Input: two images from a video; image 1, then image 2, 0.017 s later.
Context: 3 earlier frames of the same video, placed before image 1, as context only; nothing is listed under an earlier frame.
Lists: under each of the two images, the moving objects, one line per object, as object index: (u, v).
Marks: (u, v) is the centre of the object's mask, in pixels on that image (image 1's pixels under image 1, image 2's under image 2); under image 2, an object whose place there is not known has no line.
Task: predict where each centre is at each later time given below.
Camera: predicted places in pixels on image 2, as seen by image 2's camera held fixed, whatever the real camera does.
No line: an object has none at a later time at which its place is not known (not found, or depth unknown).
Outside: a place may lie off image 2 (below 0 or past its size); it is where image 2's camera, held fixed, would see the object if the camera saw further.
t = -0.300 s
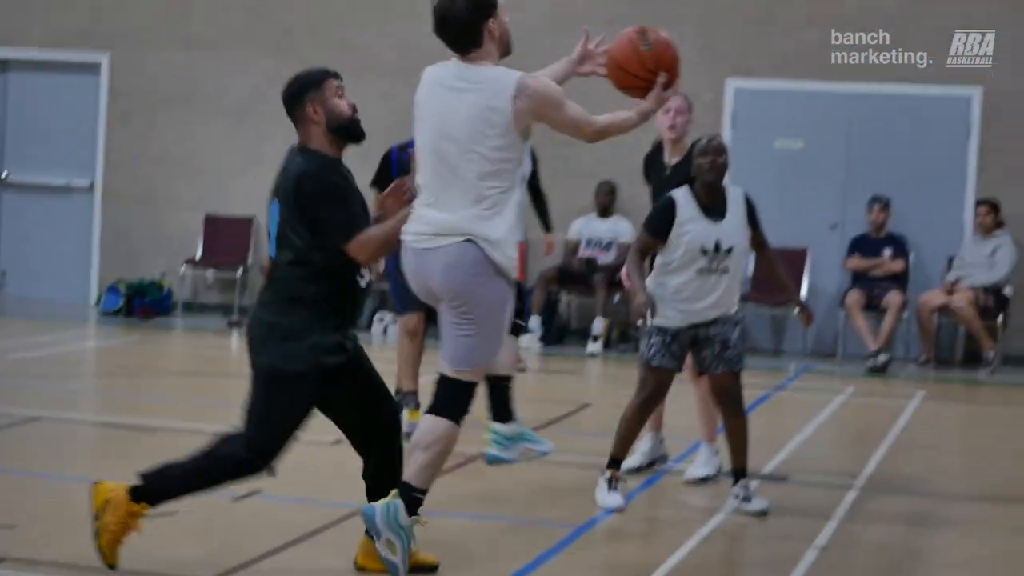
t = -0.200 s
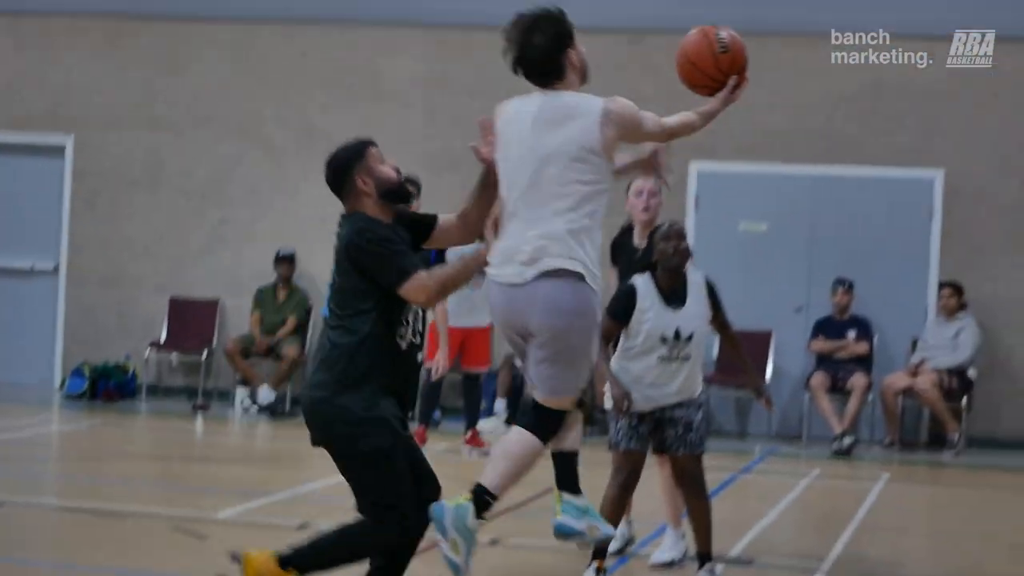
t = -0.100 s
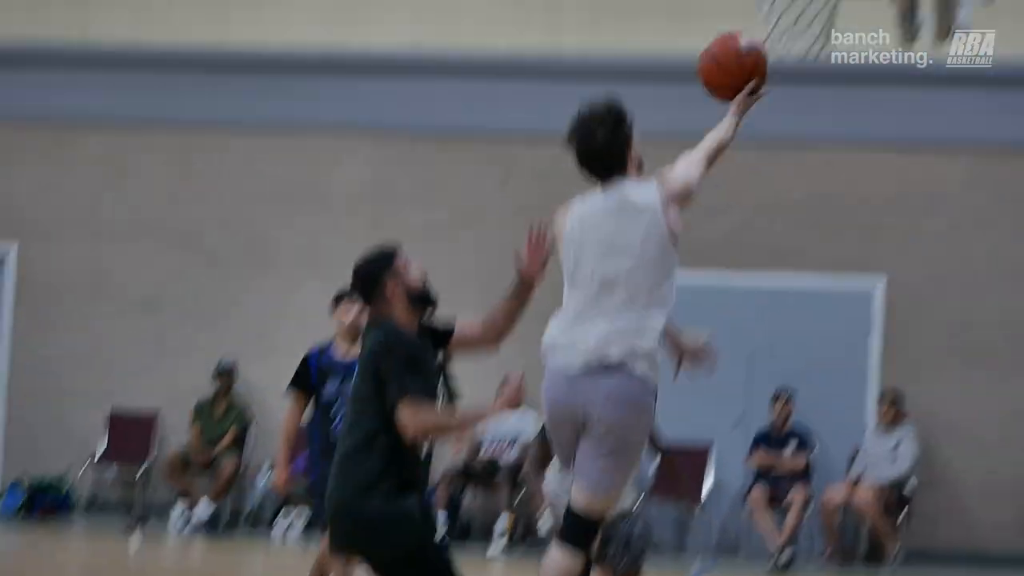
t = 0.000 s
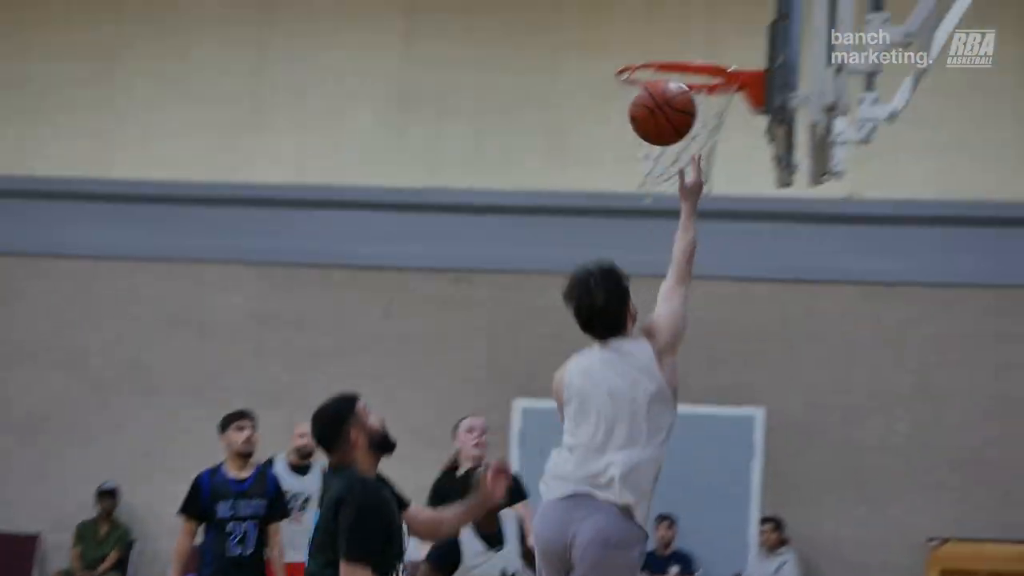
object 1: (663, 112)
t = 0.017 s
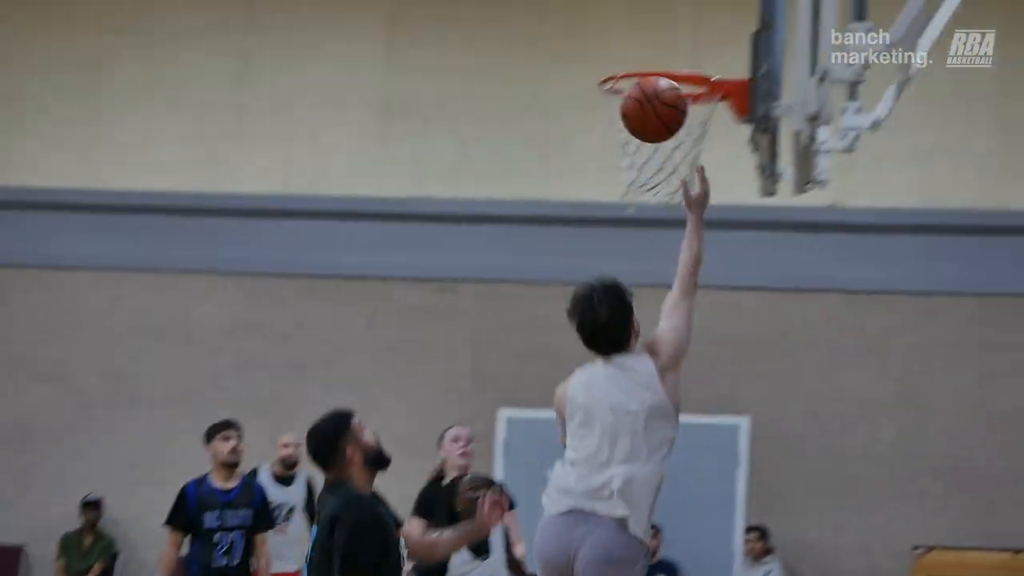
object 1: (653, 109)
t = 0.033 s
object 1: (664, 97)
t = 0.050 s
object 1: (674, 86)
